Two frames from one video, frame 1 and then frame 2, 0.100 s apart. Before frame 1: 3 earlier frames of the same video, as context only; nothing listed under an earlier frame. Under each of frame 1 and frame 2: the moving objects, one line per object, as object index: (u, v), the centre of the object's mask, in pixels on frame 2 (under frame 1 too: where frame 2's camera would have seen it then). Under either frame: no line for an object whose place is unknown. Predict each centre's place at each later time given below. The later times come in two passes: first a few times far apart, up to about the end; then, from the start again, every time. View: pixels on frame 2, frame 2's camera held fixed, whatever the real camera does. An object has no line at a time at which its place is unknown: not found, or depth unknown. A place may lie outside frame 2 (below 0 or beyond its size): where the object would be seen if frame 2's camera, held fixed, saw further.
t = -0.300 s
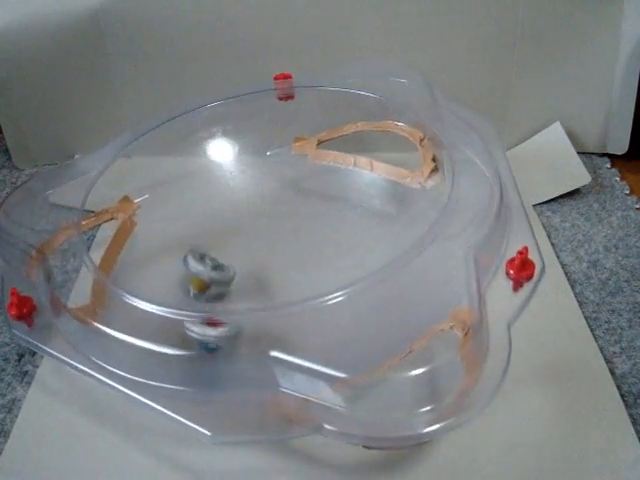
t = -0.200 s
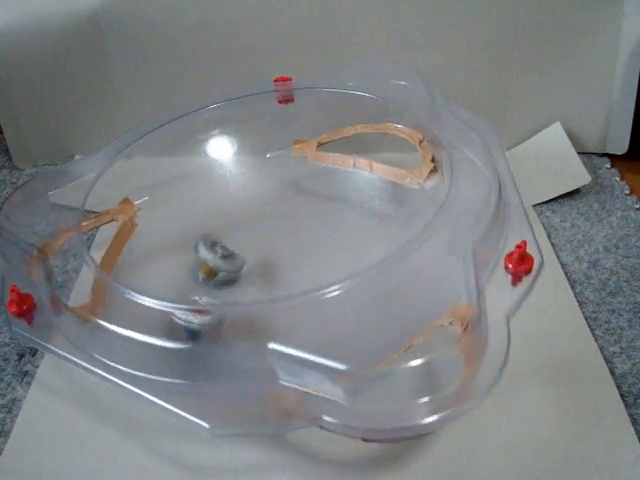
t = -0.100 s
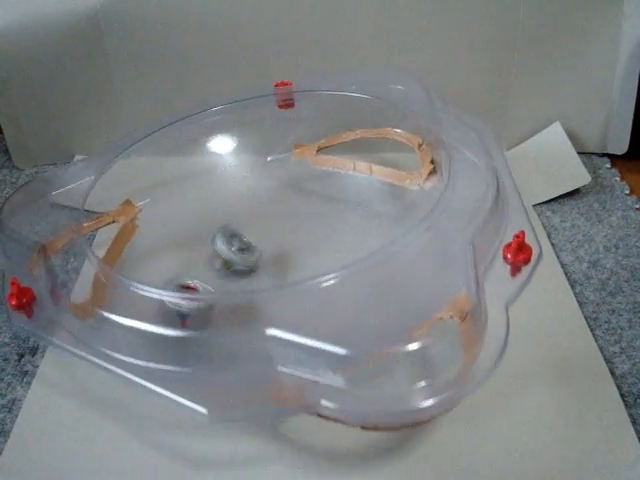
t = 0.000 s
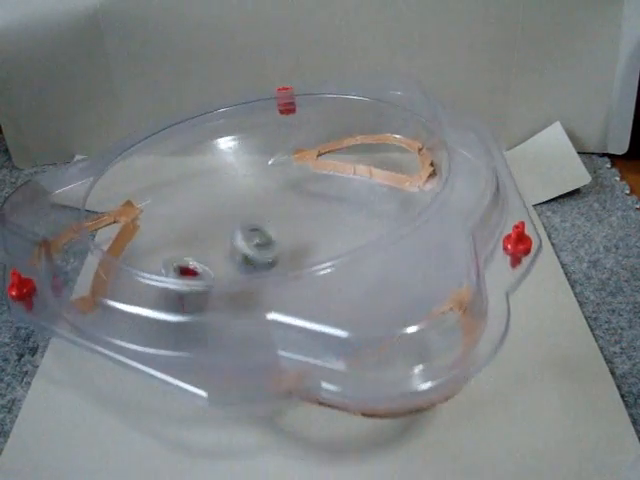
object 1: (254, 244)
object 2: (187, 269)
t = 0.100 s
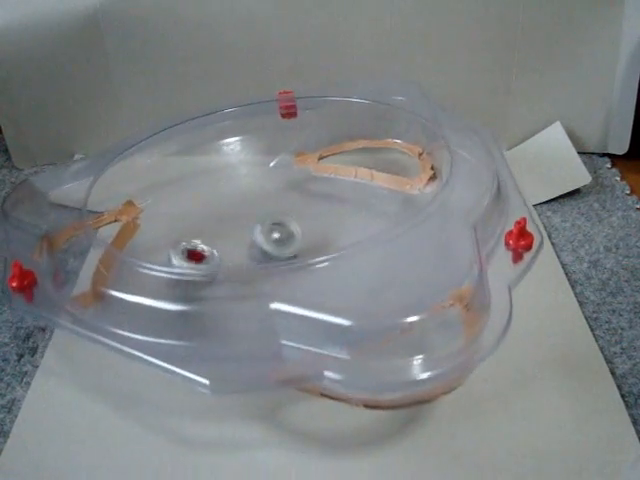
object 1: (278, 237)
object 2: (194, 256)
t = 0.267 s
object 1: (307, 229)
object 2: (218, 235)
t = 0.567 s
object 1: (346, 251)
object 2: (287, 219)
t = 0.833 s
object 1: (347, 287)
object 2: (349, 226)
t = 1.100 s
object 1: (323, 315)
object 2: (384, 262)
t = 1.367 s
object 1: (278, 321)
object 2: (358, 307)
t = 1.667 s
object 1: (219, 293)
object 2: (282, 336)
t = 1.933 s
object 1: (227, 266)
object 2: (225, 323)
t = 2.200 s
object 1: (288, 246)
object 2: (203, 271)
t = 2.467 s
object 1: (333, 241)
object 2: (241, 239)
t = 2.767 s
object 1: (340, 282)
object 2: (307, 229)
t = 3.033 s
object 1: (322, 318)
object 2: (359, 243)
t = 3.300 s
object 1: (274, 319)
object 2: (372, 280)
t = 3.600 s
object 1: (227, 288)
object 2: (312, 330)
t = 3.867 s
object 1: (244, 258)
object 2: (248, 326)
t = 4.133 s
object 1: (288, 264)
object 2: (223, 283)
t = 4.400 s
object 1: (283, 261)
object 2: (243, 245)
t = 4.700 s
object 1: (320, 233)
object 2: (276, 217)
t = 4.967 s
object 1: (355, 260)
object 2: (326, 223)
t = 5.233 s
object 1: (361, 338)
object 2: (353, 246)
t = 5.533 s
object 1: (303, 325)
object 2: (332, 292)
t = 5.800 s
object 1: (253, 288)
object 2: (301, 275)
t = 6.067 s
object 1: (234, 292)
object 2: (305, 251)
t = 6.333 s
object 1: (251, 294)
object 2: (308, 235)
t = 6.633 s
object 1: (281, 304)
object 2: (317, 254)
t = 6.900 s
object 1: (290, 298)
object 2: (287, 272)
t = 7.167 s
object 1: (301, 289)
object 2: (269, 260)
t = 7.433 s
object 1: (321, 283)
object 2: (291, 260)
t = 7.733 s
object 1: (319, 303)
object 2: (282, 265)
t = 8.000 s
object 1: (326, 280)
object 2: (278, 264)
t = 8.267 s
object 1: (332, 280)
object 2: (280, 271)
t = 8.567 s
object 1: (324, 279)
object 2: (279, 266)
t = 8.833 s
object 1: (337, 276)
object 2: (274, 251)
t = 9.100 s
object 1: (305, 283)
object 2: (263, 264)
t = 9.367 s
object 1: (276, 316)
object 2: (254, 270)
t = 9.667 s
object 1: (267, 311)
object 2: (259, 269)
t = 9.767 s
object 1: (274, 310)
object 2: (254, 269)
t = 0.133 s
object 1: (284, 234)
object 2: (197, 252)
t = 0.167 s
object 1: (290, 233)
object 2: (201, 248)
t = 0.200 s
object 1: (295, 231)
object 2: (206, 244)
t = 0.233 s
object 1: (301, 230)
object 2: (211, 240)
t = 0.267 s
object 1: (307, 229)
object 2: (218, 235)
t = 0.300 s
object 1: (313, 229)
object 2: (224, 231)
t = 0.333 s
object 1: (319, 229)
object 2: (231, 228)
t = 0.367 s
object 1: (324, 230)
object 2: (238, 226)
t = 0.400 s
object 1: (329, 232)
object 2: (245, 223)
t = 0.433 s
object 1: (333, 235)
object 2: (253, 221)
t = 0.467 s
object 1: (337, 241)
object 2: (261, 220)
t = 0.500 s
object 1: (341, 244)
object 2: (269, 220)
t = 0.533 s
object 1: (343, 248)
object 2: (278, 219)
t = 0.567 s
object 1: (346, 251)
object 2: (287, 219)
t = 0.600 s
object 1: (348, 256)
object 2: (297, 219)
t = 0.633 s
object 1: (350, 260)
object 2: (306, 220)
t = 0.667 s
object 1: (351, 264)
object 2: (314, 219)
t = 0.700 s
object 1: (351, 268)
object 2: (323, 219)
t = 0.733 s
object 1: (350, 276)
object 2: (331, 220)
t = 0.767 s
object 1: (350, 279)
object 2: (338, 221)
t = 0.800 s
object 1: (347, 284)
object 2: (344, 223)
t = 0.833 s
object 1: (347, 287)
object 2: (349, 226)
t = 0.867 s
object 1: (344, 291)
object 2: (355, 228)
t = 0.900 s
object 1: (342, 294)
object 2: (360, 232)
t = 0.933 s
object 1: (338, 298)
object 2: (365, 237)
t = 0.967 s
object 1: (335, 303)
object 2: (371, 242)
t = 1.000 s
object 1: (334, 307)
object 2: (375, 247)
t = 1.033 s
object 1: (331, 311)
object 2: (380, 252)
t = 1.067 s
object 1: (327, 314)
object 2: (383, 257)
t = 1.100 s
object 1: (323, 315)
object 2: (384, 262)
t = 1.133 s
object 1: (319, 317)
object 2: (384, 267)
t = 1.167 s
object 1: (314, 318)
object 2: (382, 272)
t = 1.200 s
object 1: (305, 327)
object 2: (379, 278)
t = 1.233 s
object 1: (302, 321)
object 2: (377, 284)
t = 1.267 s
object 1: (294, 321)
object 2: (372, 290)
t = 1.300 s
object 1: (289, 321)
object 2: (368, 296)
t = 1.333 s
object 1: (288, 318)
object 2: (363, 301)
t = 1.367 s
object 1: (278, 321)
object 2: (358, 307)
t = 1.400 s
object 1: (271, 318)
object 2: (350, 311)
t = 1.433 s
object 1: (264, 315)
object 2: (343, 316)
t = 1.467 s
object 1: (258, 313)
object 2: (337, 320)
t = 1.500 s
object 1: (251, 309)
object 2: (327, 327)
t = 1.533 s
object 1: (247, 305)
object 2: (318, 329)
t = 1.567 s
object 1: (237, 303)
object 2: (309, 331)
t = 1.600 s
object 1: (233, 298)
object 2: (300, 333)
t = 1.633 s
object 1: (226, 295)
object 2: (291, 335)
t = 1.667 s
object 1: (219, 293)
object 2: (282, 336)
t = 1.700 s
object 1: (217, 286)
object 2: (274, 337)
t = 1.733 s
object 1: (214, 282)
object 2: (266, 336)
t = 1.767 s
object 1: (213, 280)
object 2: (257, 334)
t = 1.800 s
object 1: (212, 277)
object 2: (250, 332)
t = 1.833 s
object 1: (214, 273)
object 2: (243, 331)
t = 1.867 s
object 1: (216, 270)
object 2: (235, 326)
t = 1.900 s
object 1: (221, 268)
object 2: (230, 326)
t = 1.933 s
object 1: (227, 266)
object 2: (225, 323)
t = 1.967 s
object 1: (234, 263)
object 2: (220, 316)
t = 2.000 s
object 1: (241, 260)
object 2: (215, 311)
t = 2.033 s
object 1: (250, 256)
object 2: (212, 301)
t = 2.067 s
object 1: (258, 254)
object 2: (211, 294)
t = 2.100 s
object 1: (266, 251)
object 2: (205, 286)
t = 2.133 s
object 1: (274, 248)
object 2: (203, 278)
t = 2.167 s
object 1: (282, 247)
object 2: (203, 273)
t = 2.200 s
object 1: (288, 246)
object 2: (203, 271)
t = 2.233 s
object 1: (295, 245)
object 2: (206, 264)
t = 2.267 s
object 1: (303, 246)
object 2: (209, 260)
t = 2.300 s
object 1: (309, 243)
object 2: (212, 257)
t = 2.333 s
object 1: (315, 239)
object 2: (217, 254)
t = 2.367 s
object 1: (320, 239)
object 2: (223, 249)
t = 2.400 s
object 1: (325, 240)
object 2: (227, 246)
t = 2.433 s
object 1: (330, 240)
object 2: (234, 242)
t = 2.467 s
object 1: (333, 241)
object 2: (241, 239)
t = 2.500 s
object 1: (337, 242)
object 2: (246, 235)
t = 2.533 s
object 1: (339, 245)
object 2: (253, 232)
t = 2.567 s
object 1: (341, 251)
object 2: (260, 231)
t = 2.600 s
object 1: (341, 255)
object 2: (266, 230)
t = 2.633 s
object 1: (342, 259)
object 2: (273, 230)
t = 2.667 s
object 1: (342, 265)
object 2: (281, 230)
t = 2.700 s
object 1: (341, 270)
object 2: (290, 229)
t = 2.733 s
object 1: (341, 276)
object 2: (299, 229)
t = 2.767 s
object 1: (340, 282)
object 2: (307, 229)
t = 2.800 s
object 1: (339, 287)
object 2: (315, 229)
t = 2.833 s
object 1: (337, 291)
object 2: (323, 229)
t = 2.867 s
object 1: (336, 295)
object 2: (329, 230)
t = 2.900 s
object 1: (333, 298)
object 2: (336, 231)
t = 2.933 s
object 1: (332, 301)
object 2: (342, 233)
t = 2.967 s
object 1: (330, 307)
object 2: (348, 236)
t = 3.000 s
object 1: (327, 312)
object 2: (354, 239)
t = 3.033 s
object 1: (322, 318)
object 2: (359, 243)
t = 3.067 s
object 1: (316, 323)
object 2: (363, 247)
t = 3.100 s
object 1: (311, 325)
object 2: (367, 251)
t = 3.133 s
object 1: (309, 324)
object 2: (369, 256)
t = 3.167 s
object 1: (298, 329)
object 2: (372, 261)
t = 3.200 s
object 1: (294, 326)
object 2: (373, 265)
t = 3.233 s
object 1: (285, 325)
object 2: (374, 270)
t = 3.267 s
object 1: (279, 320)
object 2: (373, 275)
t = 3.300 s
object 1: (274, 319)
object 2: (372, 280)
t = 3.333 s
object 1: (266, 318)
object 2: (370, 285)
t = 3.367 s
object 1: (260, 316)
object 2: (367, 289)
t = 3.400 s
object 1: (255, 313)
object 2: (361, 294)
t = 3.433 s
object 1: (250, 306)
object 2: (354, 299)
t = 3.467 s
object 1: (245, 303)
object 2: (346, 305)
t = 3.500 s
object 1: (240, 300)
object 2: (337, 311)
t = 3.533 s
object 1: (235, 295)
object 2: (328, 321)
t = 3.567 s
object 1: (230, 291)
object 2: (322, 324)
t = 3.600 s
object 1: (227, 288)
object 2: (312, 330)
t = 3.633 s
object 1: (226, 283)
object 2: (302, 330)
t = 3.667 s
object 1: (226, 279)
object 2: (293, 327)
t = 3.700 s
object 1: (225, 277)
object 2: (285, 327)
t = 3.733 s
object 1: (226, 273)
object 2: (278, 330)
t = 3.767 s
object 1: (228, 269)
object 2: (271, 330)
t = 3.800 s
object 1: (232, 266)
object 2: (264, 329)
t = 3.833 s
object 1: (238, 261)
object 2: (255, 329)
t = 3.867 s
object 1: (244, 258)
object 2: (248, 326)
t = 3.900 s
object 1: (251, 256)
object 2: (240, 323)
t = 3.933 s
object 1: (257, 255)
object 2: (236, 321)
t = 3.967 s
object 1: (264, 255)
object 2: (230, 315)
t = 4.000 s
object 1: (271, 257)
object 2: (225, 311)
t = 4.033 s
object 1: (277, 259)
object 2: (224, 301)
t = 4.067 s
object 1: (282, 263)
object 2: (222, 295)
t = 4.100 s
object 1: (285, 261)
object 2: (222, 290)
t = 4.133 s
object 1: (288, 264)
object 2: (223, 283)
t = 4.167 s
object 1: (291, 265)
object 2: (223, 279)
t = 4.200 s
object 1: (292, 268)
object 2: (224, 276)
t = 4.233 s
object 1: (290, 270)
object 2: (228, 271)
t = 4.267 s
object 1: (288, 270)
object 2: (231, 266)
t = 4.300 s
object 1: (286, 270)
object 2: (236, 261)
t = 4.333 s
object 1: (284, 269)
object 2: (239, 256)
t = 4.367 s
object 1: (283, 266)
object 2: (242, 250)
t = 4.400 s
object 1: (283, 261)
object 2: (243, 245)
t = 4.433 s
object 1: (282, 258)
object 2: (245, 239)
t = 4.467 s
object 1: (286, 252)
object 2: (248, 233)
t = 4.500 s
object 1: (288, 249)
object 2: (250, 228)
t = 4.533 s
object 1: (291, 247)
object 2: (253, 226)
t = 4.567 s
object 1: (295, 244)
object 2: (257, 223)
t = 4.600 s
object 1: (301, 243)
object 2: (261, 222)
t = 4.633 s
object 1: (307, 238)
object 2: (266, 220)
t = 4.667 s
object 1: (314, 235)
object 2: (270, 218)
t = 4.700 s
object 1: (320, 233)
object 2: (276, 217)
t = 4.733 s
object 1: (326, 231)
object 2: (281, 216)
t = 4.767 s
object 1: (332, 230)
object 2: (288, 217)
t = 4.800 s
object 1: (337, 229)
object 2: (294, 217)
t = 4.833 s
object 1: (344, 231)
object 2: (300, 218)
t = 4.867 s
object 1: (349, 238)
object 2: (306, 219)
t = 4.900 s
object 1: (351, 242)
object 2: (312, 221)
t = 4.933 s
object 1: (353, 247)
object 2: (318, 223)
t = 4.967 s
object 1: (355, 260)
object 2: (326, 223)
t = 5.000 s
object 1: (357, 277)
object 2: (331, 220)
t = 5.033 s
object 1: (360, 286)
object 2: (336, 218)
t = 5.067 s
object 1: (361, 297)
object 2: (342, 220)
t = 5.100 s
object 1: (363, 309)
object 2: (346, 222)
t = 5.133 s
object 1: (363, 319)
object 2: (349, 227)
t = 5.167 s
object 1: (363, 329)
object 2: (351, 233)
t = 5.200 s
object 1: (362, 335)
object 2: (353, 239)
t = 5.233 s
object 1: (361, 338)
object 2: (353, 246)
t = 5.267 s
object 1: (359, 340)
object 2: (353, 255)
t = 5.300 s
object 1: (354, 338)
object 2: (351, 263)
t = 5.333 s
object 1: (349, 334)
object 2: (349, 272)
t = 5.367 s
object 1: (344, 329)
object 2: (347, 282)
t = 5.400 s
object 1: (338, 325)
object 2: (349, 282)
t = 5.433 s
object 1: (330, 320)
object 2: (345, 282)
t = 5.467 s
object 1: (324, 325)
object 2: (342, 286)
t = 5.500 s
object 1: (314, 324)
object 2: (341, 287)
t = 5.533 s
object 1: (303, 325)
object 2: (332, 292)
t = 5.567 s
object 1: (292, 319)
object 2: (329, 293)
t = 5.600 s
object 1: (282, 319)
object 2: (322, 294)
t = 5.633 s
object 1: (273, 315)
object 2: (319, 293)
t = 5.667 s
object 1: (265, 312)
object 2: (314, 290)
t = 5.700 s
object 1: (260, 303)
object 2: (309, 284)
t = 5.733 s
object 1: (256, 300)
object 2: (307, 279)
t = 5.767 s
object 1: (253, 296)
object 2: (303, 277)
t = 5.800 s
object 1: (253, 288)
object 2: (301, 275)
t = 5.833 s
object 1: (252, 287)
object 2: (298, 271)
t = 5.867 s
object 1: (244, 288)
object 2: (298, 268)
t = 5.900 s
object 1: (237, 288)
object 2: (300, 265)
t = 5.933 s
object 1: (231, 290)
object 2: (300, 263)
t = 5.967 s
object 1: (234, 289)
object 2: (302, 259)
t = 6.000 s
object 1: (229, 294)
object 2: (303, 256)
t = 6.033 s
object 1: (228, 293)
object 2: (305, 254)
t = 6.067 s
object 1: (234, 292)
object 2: (305, 251)
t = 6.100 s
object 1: (237, 293)
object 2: (306, 249)
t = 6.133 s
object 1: (240, 293)
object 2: (305, 247)
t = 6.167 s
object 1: (249, 293)
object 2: (304, 244)
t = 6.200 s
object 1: (254, 291)
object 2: (300, 243)
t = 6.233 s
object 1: (261, 284)
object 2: (297, 243)
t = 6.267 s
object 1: (269, 283)
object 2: (292, 243)
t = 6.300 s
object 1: (260, 292)
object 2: (301, 239)
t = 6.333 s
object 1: (251, 294)
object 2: (308, 235)
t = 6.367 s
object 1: (247, 300)
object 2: (311, 235)
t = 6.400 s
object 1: (246, 302)
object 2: (312, 237)
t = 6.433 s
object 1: (246, 303)
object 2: (314, 238)
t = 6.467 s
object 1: (249, 304)
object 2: (316, 239)
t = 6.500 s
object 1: (255, 303)
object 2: (319, 242)
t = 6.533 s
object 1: (261, 304)
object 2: (320, 245)
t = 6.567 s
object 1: (267, 302)
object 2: (319, 248)
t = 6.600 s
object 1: (275, 302)
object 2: (318, 251)
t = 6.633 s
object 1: (281, 304)
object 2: (317, 254)
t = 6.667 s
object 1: (286, 301)
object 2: (313, 257)
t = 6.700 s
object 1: (289, 302)
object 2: (309, 259)
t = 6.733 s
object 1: (291, 301)
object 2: (305, 263)
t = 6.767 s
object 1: (292, 301)
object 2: (302, 264)
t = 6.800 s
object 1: (292, 301)
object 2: (298, 265)
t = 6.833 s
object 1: (292, 300)
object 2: (294, 269)
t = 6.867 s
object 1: (292, 299)
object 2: (291, 271)
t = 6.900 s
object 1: (290, 298)
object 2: (287, 272)
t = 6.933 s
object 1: (291, 302)
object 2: (280, 272)
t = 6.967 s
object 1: (292, 297)
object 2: (272, 274)
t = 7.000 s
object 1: (294, 301)
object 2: (275, 270)
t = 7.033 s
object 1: (294, 299)
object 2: (269, 267)
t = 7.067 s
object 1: (296, 296)
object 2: (266, 263)
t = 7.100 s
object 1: (298, 292)
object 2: (267, 263)
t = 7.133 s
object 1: (299, 290)
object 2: (268, 262)
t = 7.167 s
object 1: (301, 289)
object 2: (269, 260)
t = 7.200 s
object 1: (303, 287)
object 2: (270, 257)
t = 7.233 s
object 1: (305, 286)
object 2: (273, 256)
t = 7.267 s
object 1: (309, 286)
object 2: (277, 255)
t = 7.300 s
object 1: (312, 285)
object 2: (280, 256)
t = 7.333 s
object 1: (314, 285)
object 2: (284, 256)
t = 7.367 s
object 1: (317, 284)
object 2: (286, 257)
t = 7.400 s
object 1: (319, 283)
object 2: (287, 259)
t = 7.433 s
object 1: (321, 283)
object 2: (291, 260)
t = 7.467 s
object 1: (324, 286)
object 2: (293, 260)
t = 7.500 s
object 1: (325, 292)
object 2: (295, 262)
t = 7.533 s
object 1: (325, 295)
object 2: (297, 264)
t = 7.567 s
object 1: (326, 294)
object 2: (297, 267)
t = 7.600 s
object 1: (326, 299)
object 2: (292, 266)
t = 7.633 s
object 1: (327, 300)
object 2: (289, 264)
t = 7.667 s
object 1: (326, 302)
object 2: (289, 264)
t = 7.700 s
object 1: (321, 303)
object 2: (285, 265)
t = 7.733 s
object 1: (319, 303)
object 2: (282, 265)
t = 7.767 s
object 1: (317, 299)
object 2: (281, 264)
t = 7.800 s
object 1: (317, 297)
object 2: (280, 265)
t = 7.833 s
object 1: (316, 293)
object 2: (278, 264)
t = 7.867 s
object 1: (318, 288)
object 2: (277, 265)
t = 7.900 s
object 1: (319, 285)
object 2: (275, 265)
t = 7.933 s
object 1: (320, 285)
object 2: (276, 264)
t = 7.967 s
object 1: (322, 282)
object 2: (277, 264)
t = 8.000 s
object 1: (326, 280)
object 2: (278, 264)
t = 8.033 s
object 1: (327, 279)
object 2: (276, 265)
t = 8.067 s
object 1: (328, 279)
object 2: (277, 266)
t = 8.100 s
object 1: (329, 277)
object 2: (279, 266)
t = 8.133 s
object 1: (330, 277)
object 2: (279, 267)
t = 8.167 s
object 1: (331, 277)
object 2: (279, 270)
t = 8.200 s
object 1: (332, 276)
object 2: (281, 271)
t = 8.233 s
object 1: (333, 278)
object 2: (280, 273)
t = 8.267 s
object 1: (332, 280)
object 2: (280, 271)
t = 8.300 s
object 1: (329, 283)
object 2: (280, 271)
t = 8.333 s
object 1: (328, 285)
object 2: (278, 272)
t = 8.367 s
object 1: (334, 287)
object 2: (274, 269)
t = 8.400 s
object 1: (331, 287)
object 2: (275, 268)
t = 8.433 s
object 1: (328, 287)
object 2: (277, 265)
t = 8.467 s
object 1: (326, 286)
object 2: (277, 265)
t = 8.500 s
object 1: (325, 284)
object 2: (279, 266)
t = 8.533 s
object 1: (322, 281)
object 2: (277, 268)
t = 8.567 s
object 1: (324, 279)
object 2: (279, 266)
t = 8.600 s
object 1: (325, 274)
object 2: (279, 266)
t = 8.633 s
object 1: (326, 274)
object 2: (278, 264)
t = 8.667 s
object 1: (329, 274)
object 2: (276, 260)
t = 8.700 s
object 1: (334, 278)
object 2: (274, 258)
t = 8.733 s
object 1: (336, 276)
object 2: (274, 256)
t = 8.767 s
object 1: (338, 277)
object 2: (273, 255)
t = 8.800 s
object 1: (338, 276)
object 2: (273, 252)
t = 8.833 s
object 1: (337, 276)
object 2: (274, 251)
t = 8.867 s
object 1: (334, 278)
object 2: (274, 252)
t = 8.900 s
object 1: (330, 277)
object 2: (275, 254)
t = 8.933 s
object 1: (324, 276)
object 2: (275, 257)
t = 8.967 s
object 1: (320, 277)
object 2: (273, 259)
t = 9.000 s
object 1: (315, 277)
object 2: (272, 260)
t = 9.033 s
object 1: (311, 278)
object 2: (269, 262)
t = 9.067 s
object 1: (306, 278)
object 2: (265, 264)
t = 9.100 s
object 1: (305, 283)
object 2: (263, 264)
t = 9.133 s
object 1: (298, 286)
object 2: (263, 266)
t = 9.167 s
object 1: (294, 288)
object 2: (262, 266)
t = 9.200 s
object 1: (291, 291)
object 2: (261, 267)
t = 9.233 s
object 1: (287, 296)
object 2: (259, 268)
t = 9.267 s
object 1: (284, 300)
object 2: (257, 270)
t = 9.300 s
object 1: (280, 303)
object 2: (255, 270)
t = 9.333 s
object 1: (278, 311)
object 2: (254, 270)
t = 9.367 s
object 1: (276, 316)
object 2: (254, 270)
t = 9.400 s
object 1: (275, 318)
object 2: (255, 271)
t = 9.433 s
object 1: (272, 319)
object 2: (257, 270)
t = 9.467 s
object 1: (269, 320)
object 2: (259, 270)
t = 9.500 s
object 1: (269, 319)
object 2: (261, 269)
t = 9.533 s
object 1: (267, 321)
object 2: (261, 269)
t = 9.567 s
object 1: (267, 318)
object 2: (262, 269)
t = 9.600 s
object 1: (267, 314)
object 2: (262, 268)
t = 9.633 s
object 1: (266, 313)
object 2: (260, 268)
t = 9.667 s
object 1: (267, 311)
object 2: (259, 269)
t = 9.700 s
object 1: (269, 309)
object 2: (257, 269)
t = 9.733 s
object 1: (270, 308)
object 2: (256, 268)
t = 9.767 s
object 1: (274, 310)
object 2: (254, 269)
